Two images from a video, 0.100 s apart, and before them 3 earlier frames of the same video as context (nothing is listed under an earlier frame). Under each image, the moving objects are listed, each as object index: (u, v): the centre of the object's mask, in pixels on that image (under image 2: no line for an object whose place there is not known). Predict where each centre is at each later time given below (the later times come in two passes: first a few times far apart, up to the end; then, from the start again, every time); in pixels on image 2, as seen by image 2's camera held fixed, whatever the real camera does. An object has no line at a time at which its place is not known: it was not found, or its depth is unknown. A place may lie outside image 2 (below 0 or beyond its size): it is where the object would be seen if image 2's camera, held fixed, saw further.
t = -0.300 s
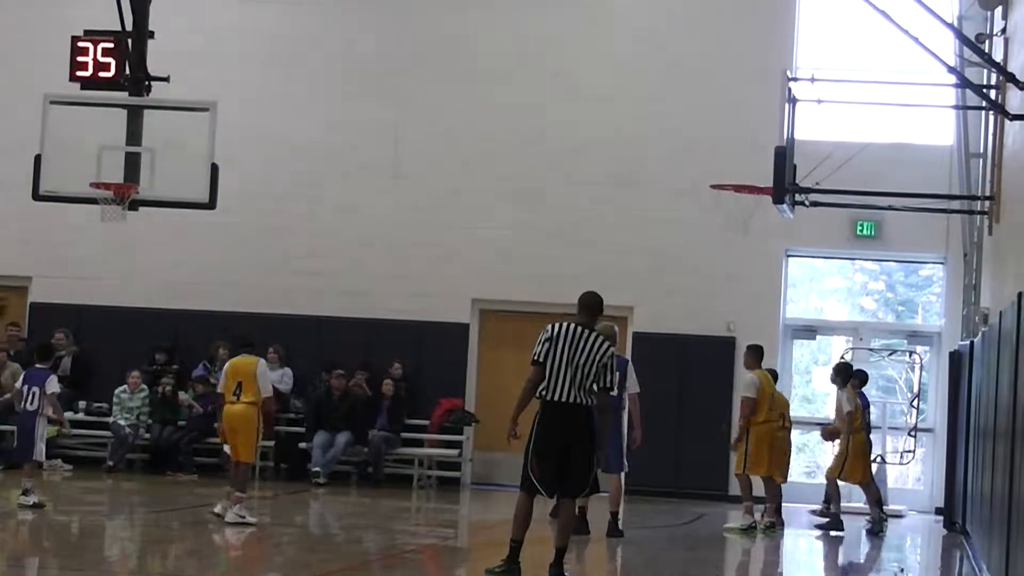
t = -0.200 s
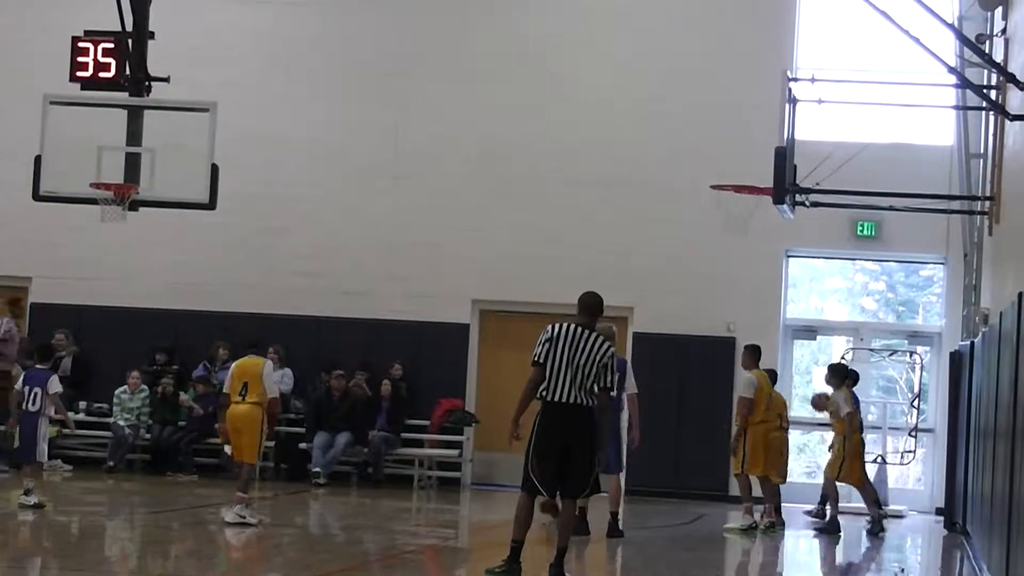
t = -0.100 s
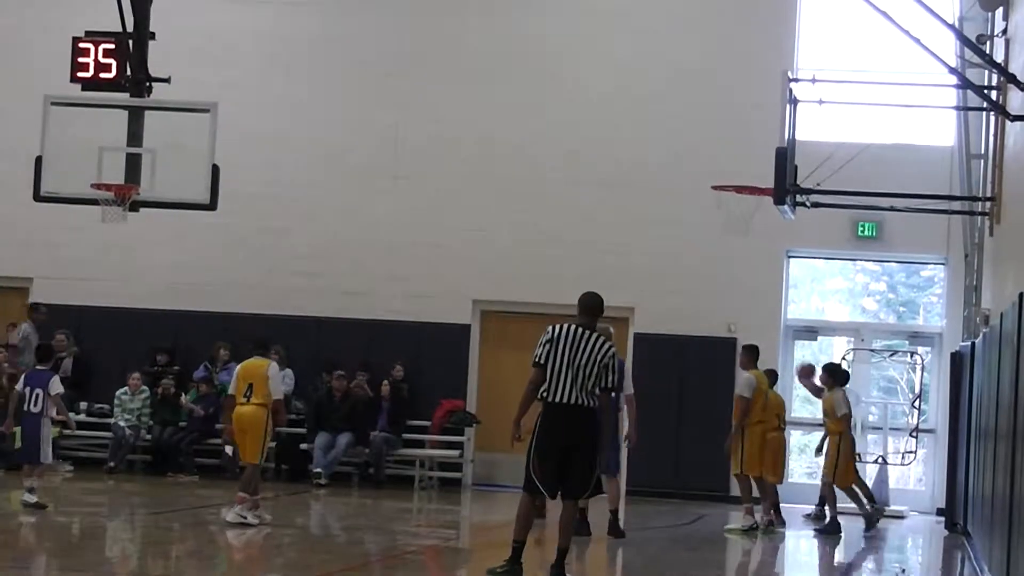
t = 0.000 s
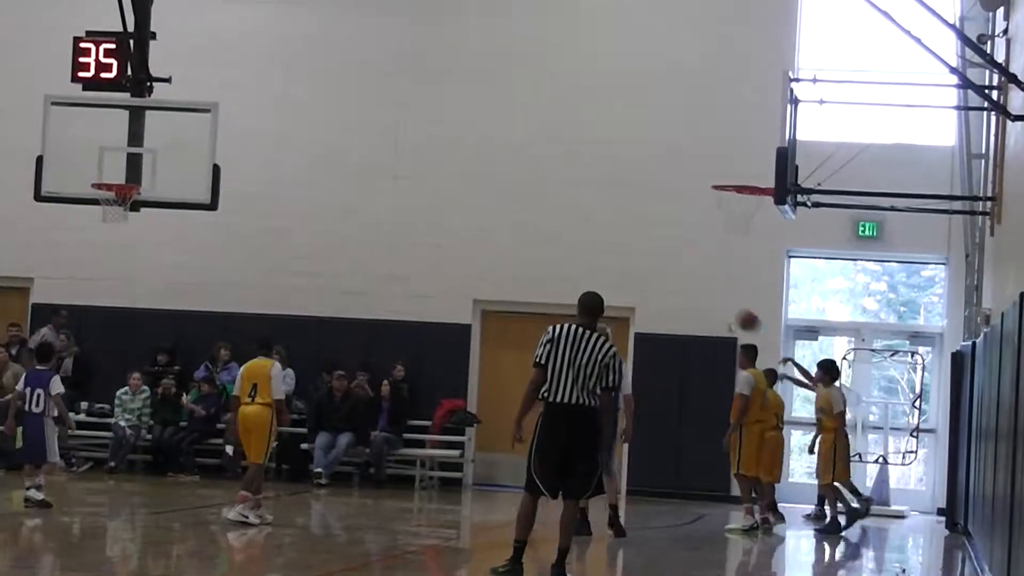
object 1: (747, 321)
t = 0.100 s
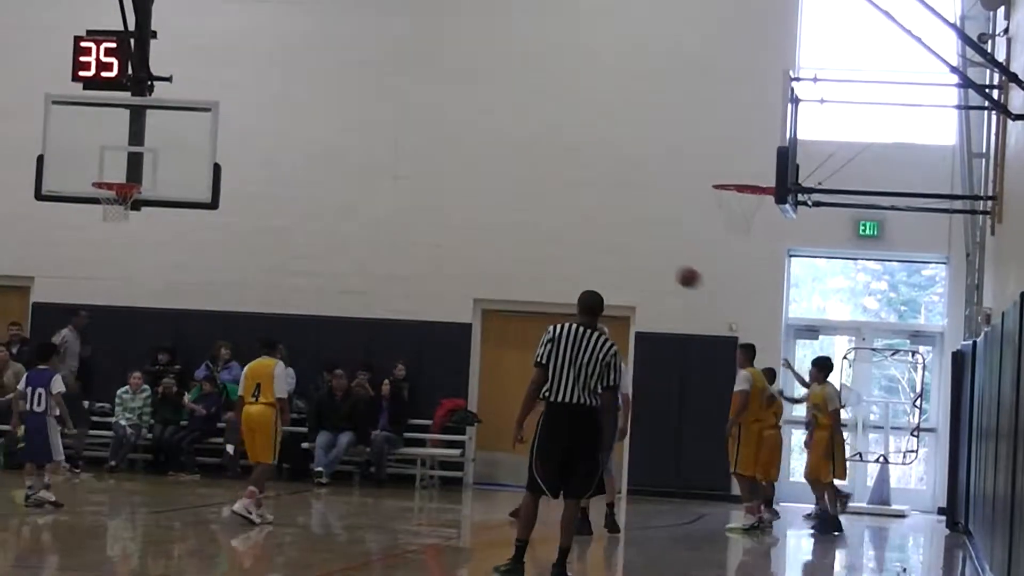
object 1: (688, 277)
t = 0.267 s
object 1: (588, 226)
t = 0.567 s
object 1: (410, 199)
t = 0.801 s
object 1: (274, 233)
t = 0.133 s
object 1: (667, 265)
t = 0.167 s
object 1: (647, 253)
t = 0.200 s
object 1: (627, 243)
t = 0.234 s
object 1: (608, 234)
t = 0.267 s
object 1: (588, 226)
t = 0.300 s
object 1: (568, 219)
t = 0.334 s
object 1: (548, 213)
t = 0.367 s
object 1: (528, 208)
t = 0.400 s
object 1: (509, 204)
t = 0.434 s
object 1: (489, 201)
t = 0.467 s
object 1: (469, 199)
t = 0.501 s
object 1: (450, 198)
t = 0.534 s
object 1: (429, 198)
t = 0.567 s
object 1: (410, 199)
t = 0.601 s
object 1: (391, 201)
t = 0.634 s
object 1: (371, 204)
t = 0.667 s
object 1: (352, 208)
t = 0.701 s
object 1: (332, 212)
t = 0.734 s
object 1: (314, 218)
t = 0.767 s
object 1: (293, 225)
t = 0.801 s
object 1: (274, 233)
